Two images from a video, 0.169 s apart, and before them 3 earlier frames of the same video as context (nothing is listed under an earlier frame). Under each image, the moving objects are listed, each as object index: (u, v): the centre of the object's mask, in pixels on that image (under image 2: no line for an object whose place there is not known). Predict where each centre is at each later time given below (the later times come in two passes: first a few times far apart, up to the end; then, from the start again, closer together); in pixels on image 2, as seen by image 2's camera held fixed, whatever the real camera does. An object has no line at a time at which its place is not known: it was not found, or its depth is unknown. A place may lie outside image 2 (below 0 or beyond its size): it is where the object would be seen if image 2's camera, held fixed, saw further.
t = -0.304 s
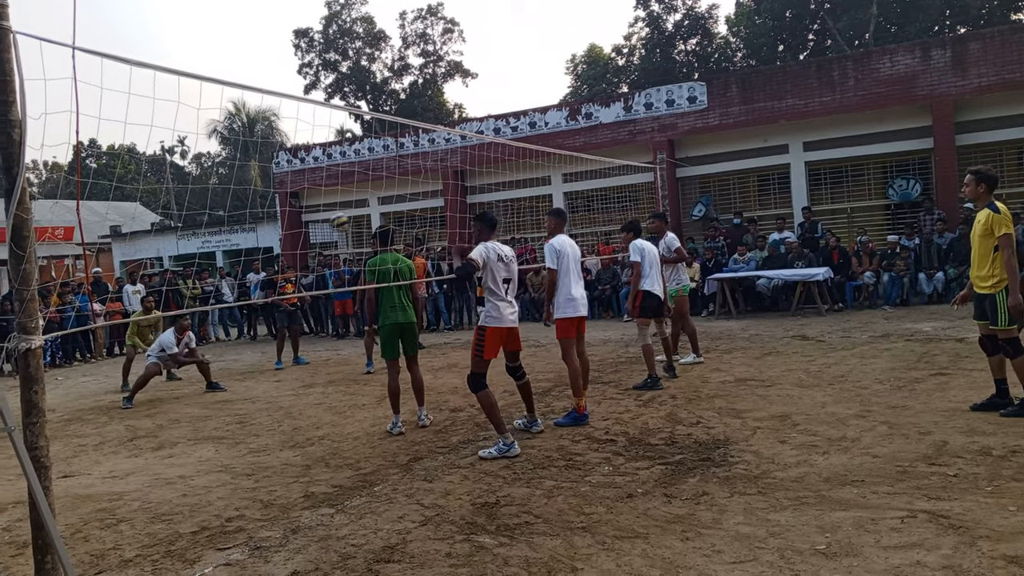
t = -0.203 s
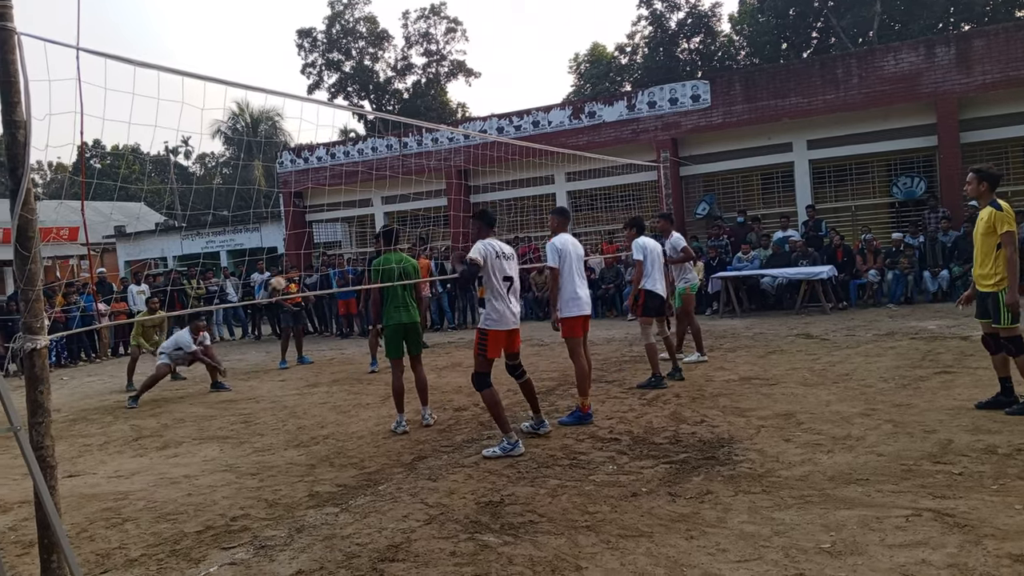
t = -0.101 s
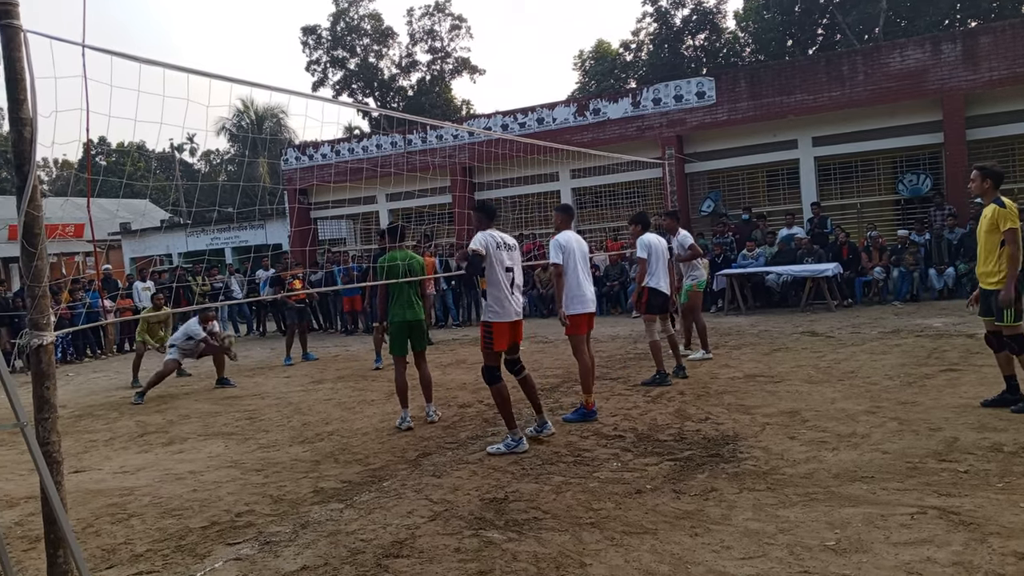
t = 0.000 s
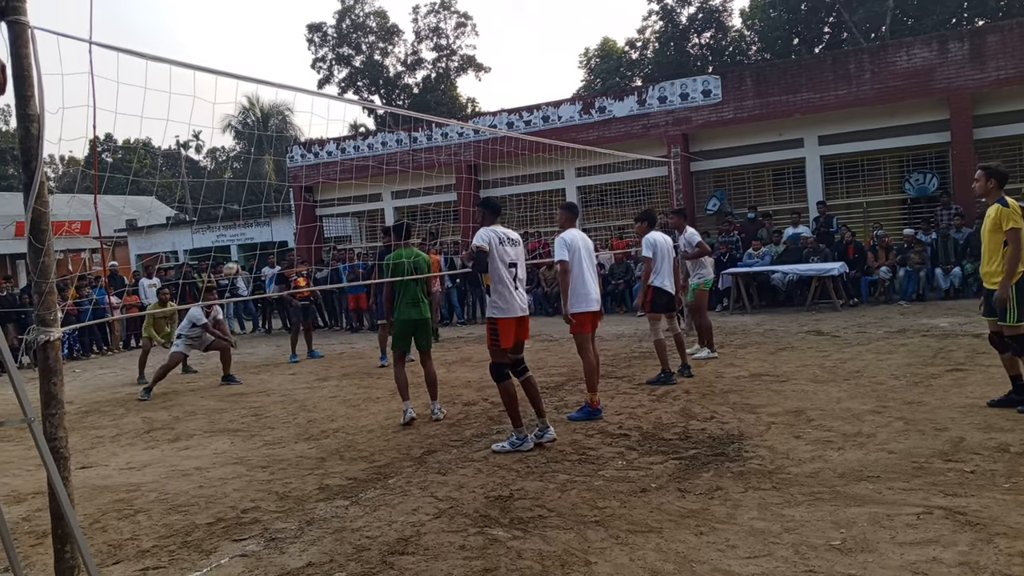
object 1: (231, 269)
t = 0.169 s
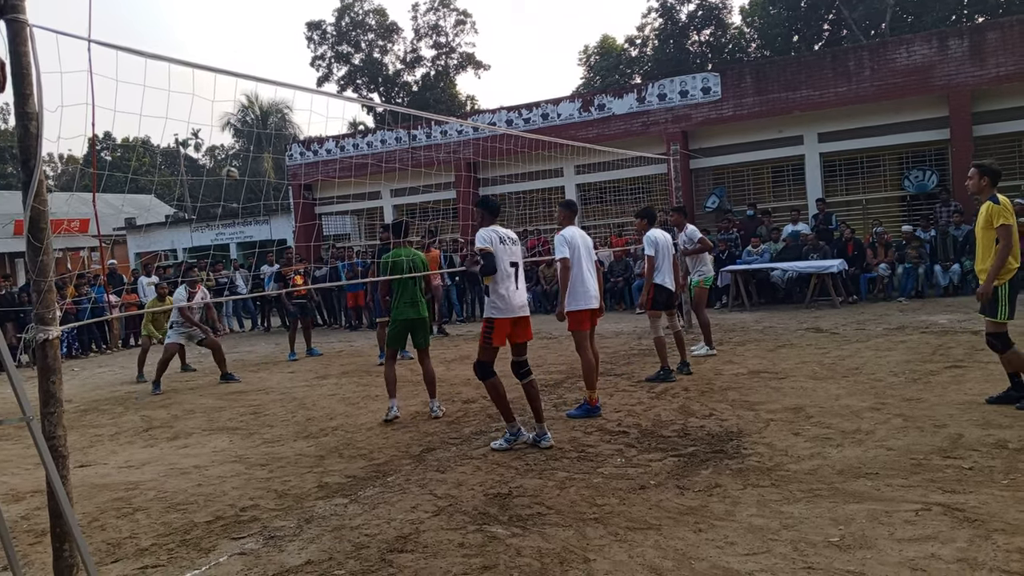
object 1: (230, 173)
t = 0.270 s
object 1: (230, 130)
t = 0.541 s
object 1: (235, 46)
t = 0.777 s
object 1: (244, 20)
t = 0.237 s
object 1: (230, 144)
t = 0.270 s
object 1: (230, 130)
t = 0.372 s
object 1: (232, 92)
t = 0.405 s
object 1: (233, 82)
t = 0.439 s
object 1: (234, 67)
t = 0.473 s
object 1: (233, 61)
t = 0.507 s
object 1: (234, 53)
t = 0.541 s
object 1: (235, 46)
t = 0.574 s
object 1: (237, 40)
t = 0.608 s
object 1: (238, 34)
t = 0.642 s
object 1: (239, 30)
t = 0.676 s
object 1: (240, 26)
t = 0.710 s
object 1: (241, 23)
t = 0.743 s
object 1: (242, 21)
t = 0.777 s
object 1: (244, 20)
